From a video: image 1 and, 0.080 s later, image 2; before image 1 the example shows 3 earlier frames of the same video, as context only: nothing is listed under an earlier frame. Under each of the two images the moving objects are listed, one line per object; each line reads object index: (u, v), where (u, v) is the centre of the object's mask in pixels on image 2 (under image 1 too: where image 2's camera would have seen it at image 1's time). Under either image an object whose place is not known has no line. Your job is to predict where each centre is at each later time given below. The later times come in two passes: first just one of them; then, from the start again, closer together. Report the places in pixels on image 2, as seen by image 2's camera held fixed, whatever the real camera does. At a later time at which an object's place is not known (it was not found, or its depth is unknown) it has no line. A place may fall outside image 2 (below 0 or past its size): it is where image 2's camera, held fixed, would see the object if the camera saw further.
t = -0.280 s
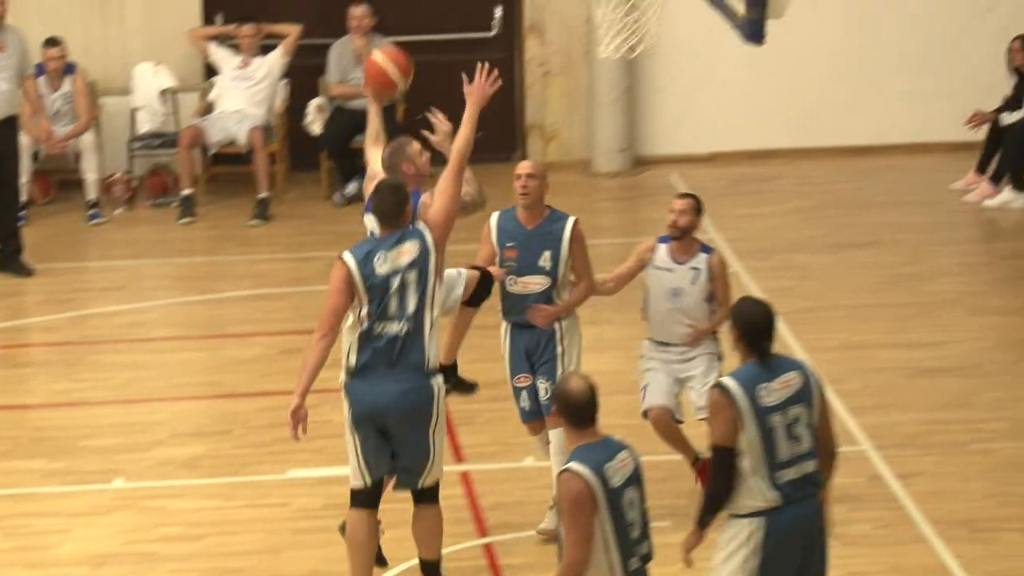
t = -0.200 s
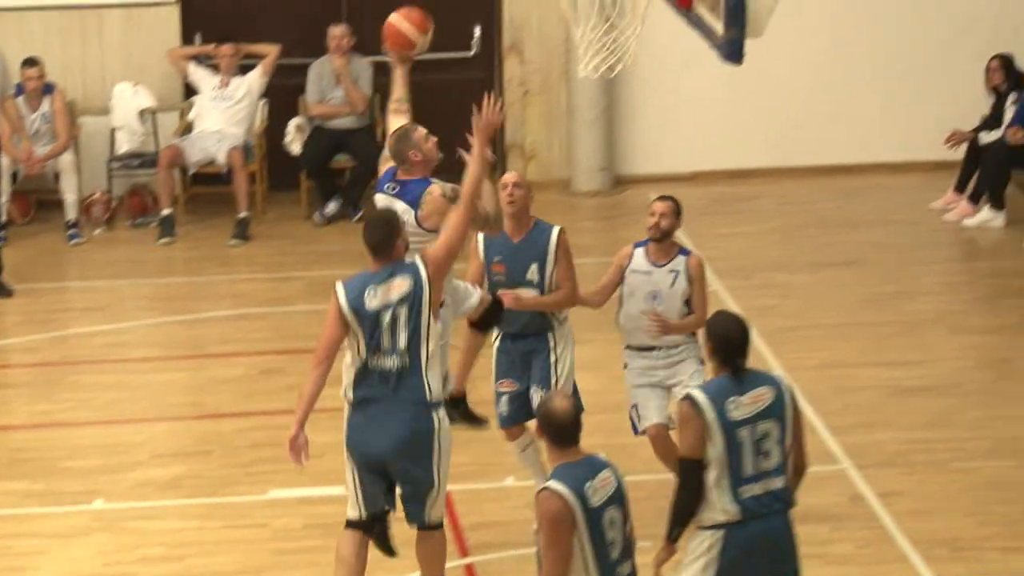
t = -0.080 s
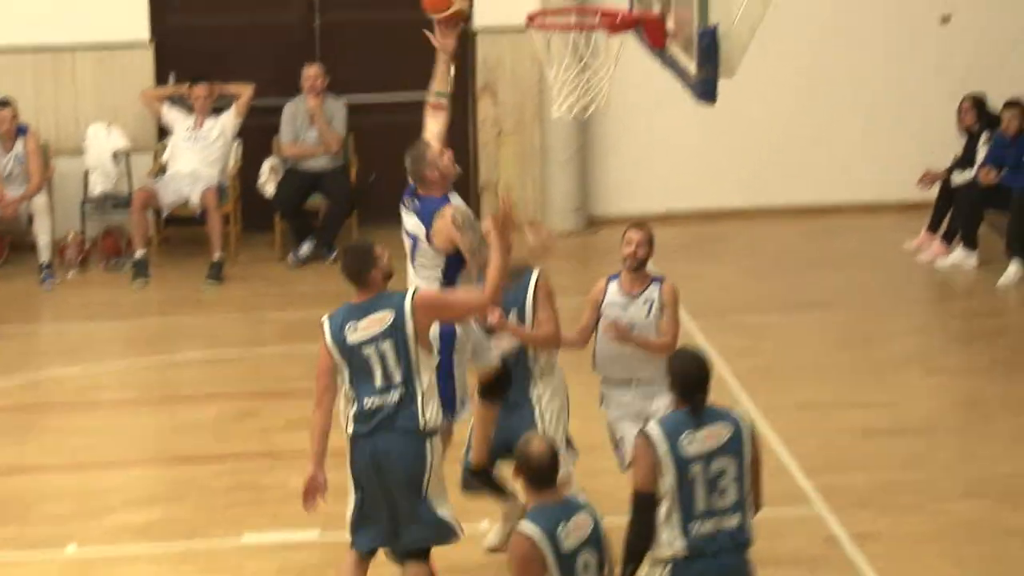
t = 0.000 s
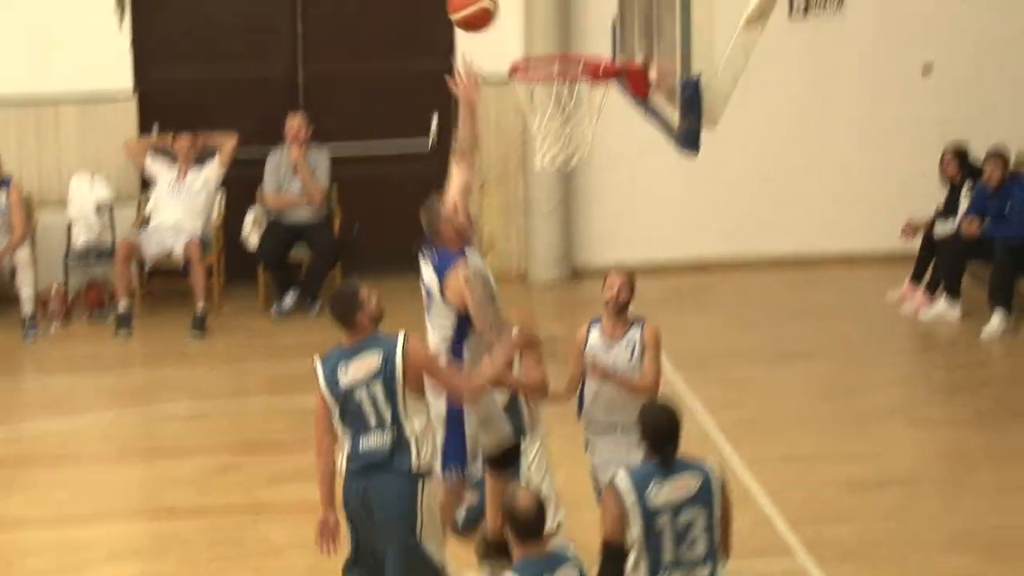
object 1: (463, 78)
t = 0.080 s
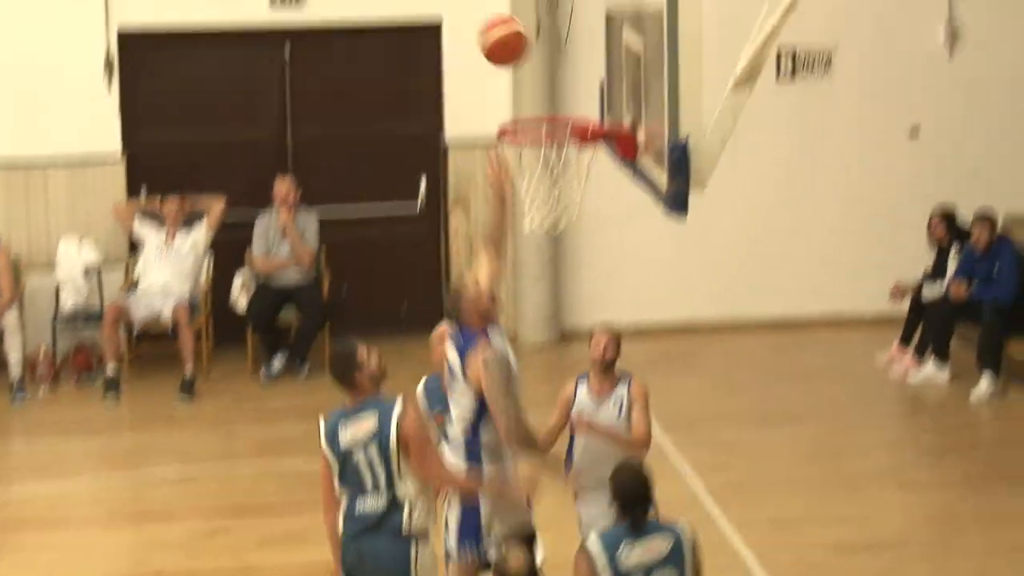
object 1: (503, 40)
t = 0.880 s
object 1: (501, 128)
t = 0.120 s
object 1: (526, 33)
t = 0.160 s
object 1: (548, 29)
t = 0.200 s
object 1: (570, 29)
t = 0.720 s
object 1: (520, 96)
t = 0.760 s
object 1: (517, 101)
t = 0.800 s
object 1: (513, 107)
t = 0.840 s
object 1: (509, 115)
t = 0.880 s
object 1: (501, 128)
